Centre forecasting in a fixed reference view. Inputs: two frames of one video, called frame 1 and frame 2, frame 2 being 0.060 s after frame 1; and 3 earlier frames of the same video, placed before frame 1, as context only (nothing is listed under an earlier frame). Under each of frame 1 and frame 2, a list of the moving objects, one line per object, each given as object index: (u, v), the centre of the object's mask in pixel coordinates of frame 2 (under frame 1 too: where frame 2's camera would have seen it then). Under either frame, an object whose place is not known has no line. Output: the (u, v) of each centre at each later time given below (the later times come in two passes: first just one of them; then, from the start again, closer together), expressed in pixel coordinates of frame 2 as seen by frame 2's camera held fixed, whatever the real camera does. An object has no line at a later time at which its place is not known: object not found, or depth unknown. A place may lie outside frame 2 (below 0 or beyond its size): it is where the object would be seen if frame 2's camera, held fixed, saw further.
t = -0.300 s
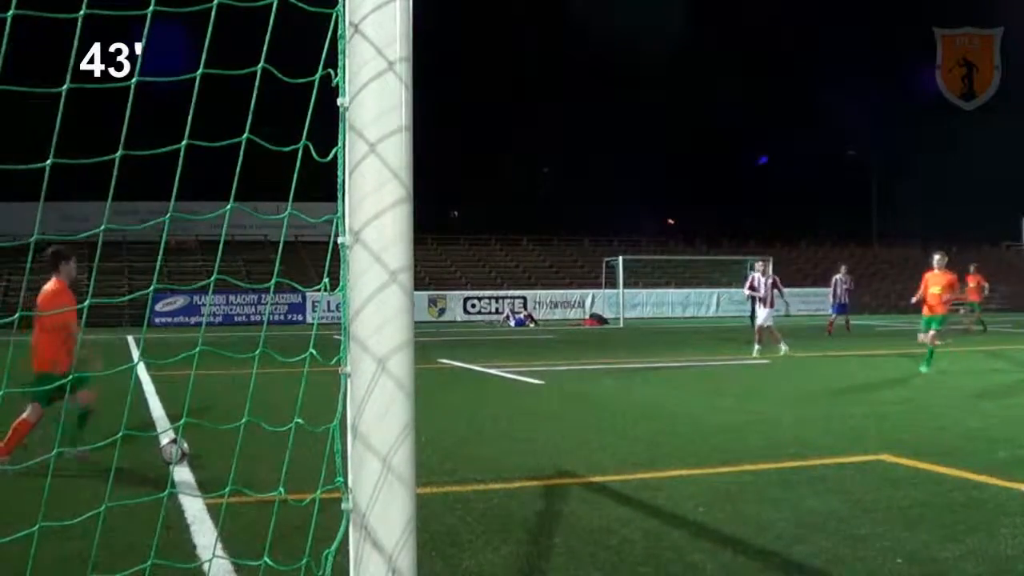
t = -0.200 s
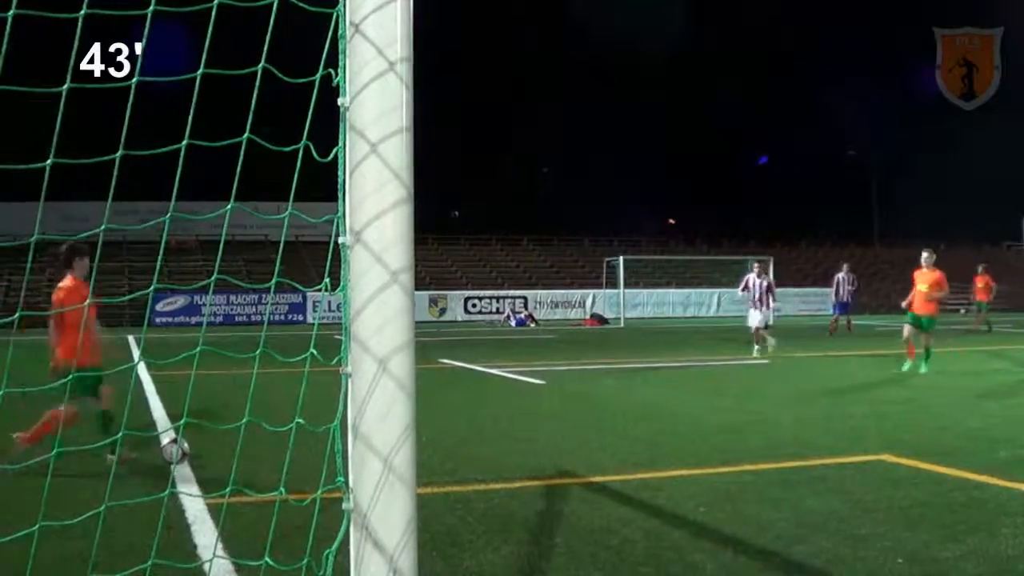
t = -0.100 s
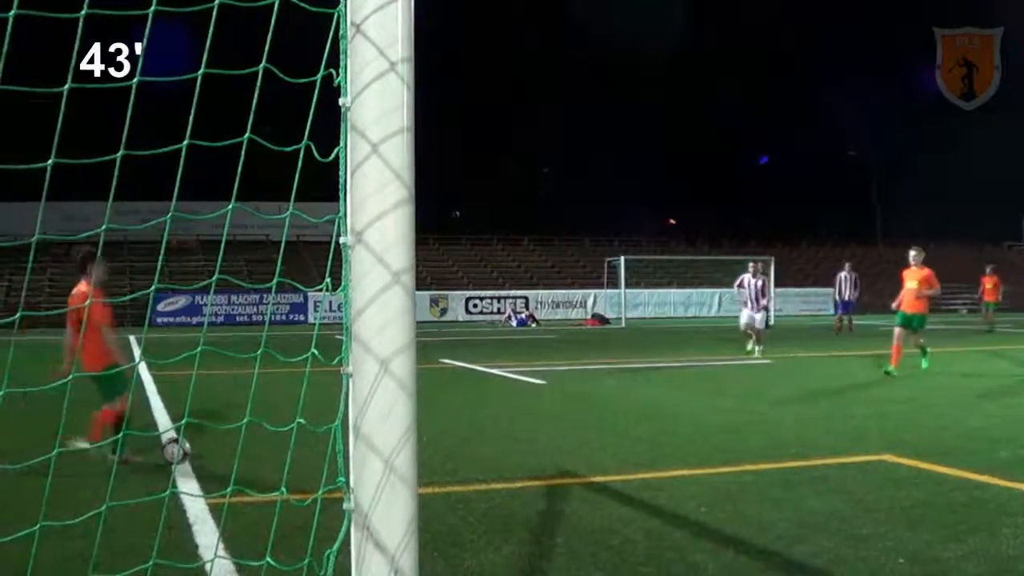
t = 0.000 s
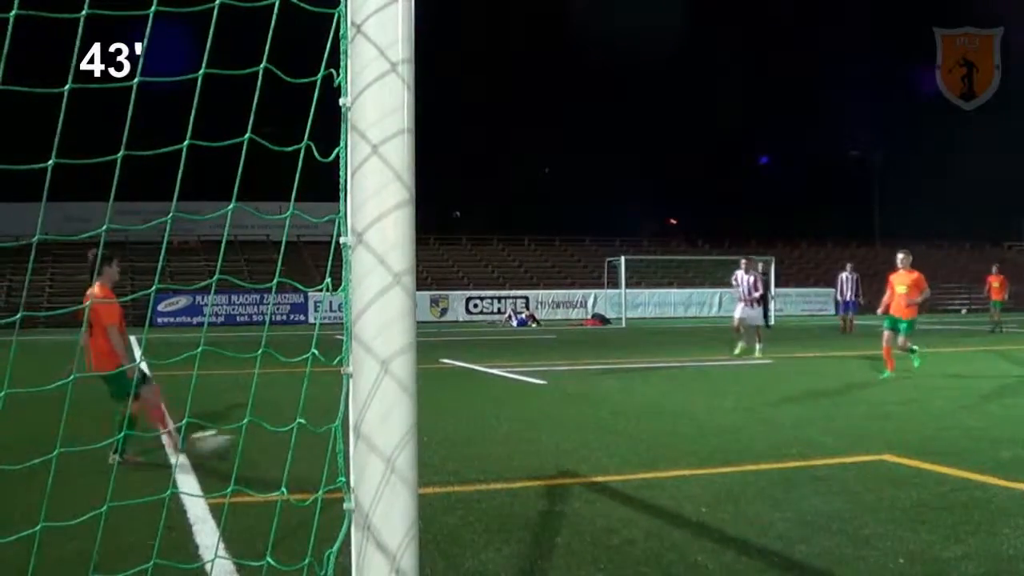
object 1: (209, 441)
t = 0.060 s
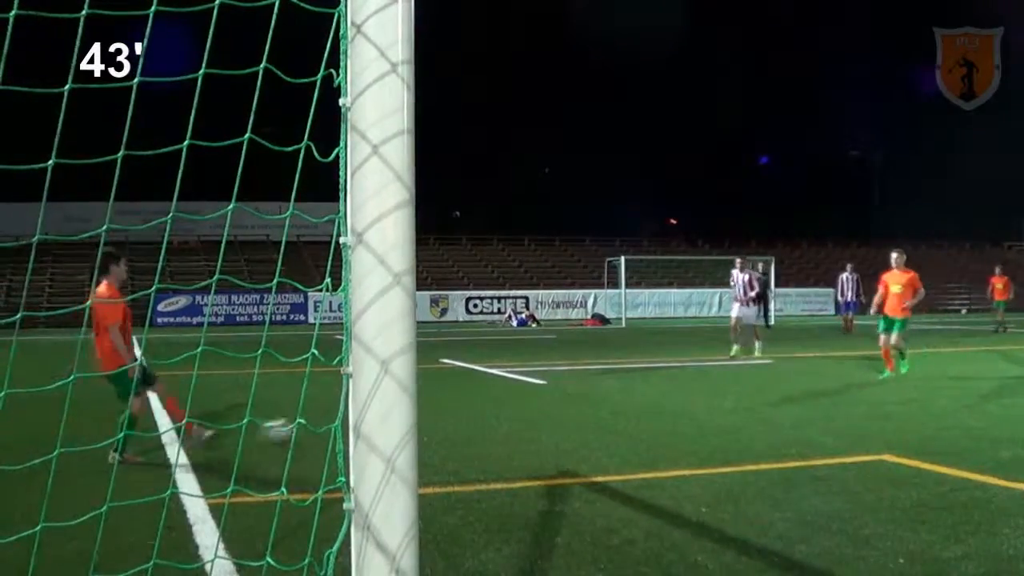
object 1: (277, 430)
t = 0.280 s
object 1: (481, 415)
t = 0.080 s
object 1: (302, 427)
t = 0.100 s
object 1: (319, 423)
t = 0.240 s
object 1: (453, 420)
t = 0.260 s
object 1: (467, 418)
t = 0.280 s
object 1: (481, 415)
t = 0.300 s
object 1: (495, 413)
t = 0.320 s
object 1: (507, 410)
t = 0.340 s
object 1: (521, 408)
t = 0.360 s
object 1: (533, 407)
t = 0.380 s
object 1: (546, 405)
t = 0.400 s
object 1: (558, 405)
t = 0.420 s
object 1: (568, 402)
